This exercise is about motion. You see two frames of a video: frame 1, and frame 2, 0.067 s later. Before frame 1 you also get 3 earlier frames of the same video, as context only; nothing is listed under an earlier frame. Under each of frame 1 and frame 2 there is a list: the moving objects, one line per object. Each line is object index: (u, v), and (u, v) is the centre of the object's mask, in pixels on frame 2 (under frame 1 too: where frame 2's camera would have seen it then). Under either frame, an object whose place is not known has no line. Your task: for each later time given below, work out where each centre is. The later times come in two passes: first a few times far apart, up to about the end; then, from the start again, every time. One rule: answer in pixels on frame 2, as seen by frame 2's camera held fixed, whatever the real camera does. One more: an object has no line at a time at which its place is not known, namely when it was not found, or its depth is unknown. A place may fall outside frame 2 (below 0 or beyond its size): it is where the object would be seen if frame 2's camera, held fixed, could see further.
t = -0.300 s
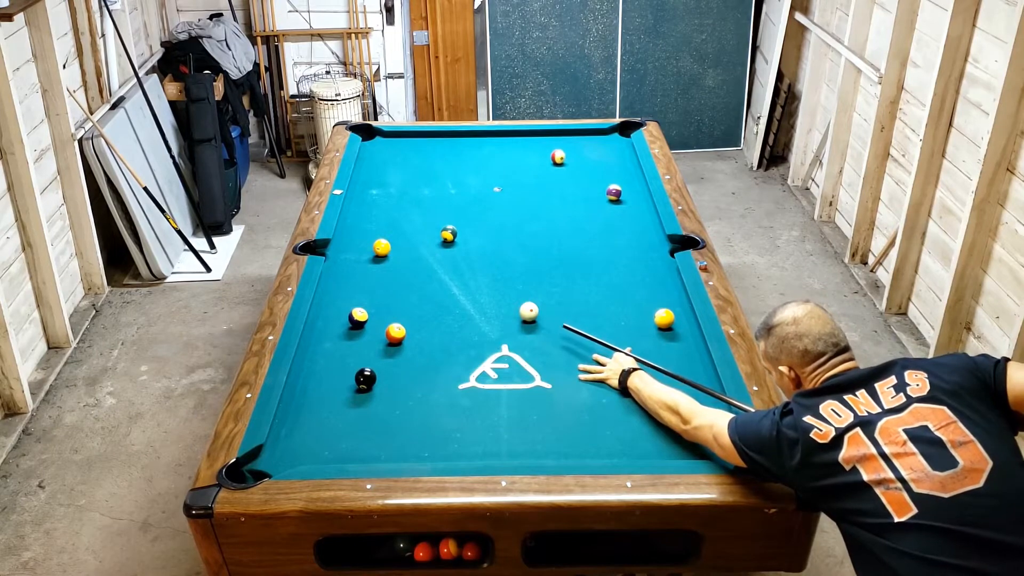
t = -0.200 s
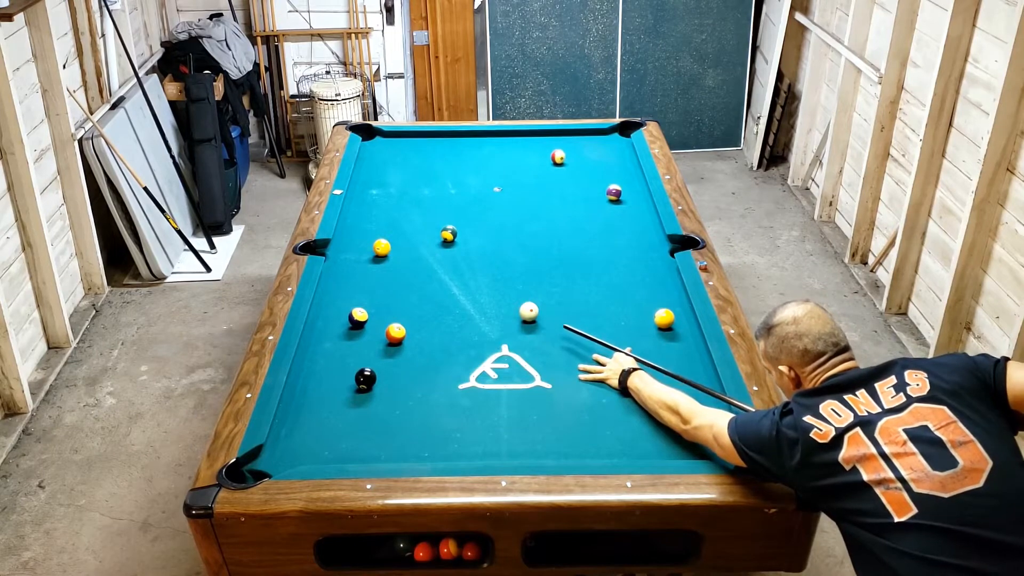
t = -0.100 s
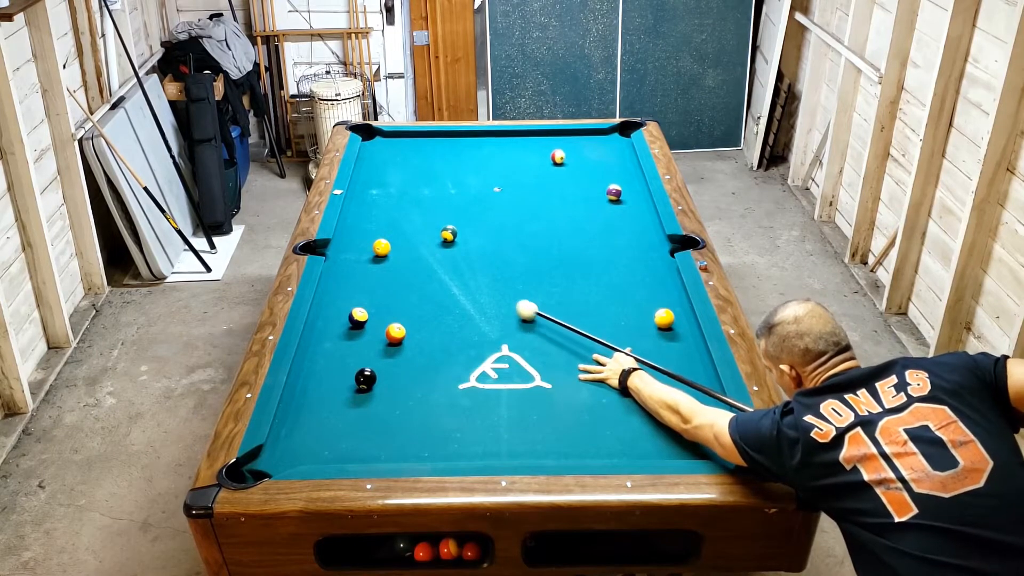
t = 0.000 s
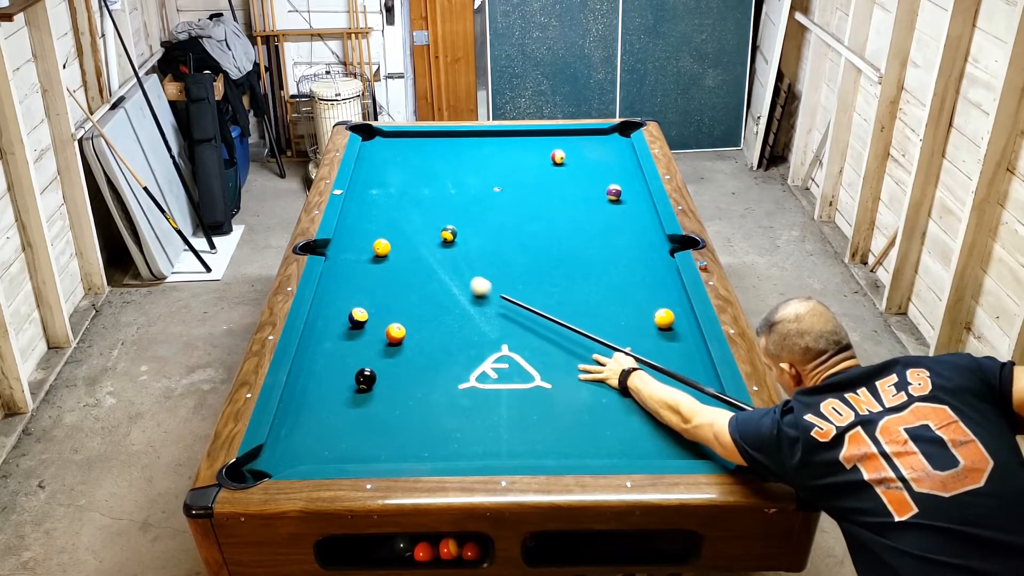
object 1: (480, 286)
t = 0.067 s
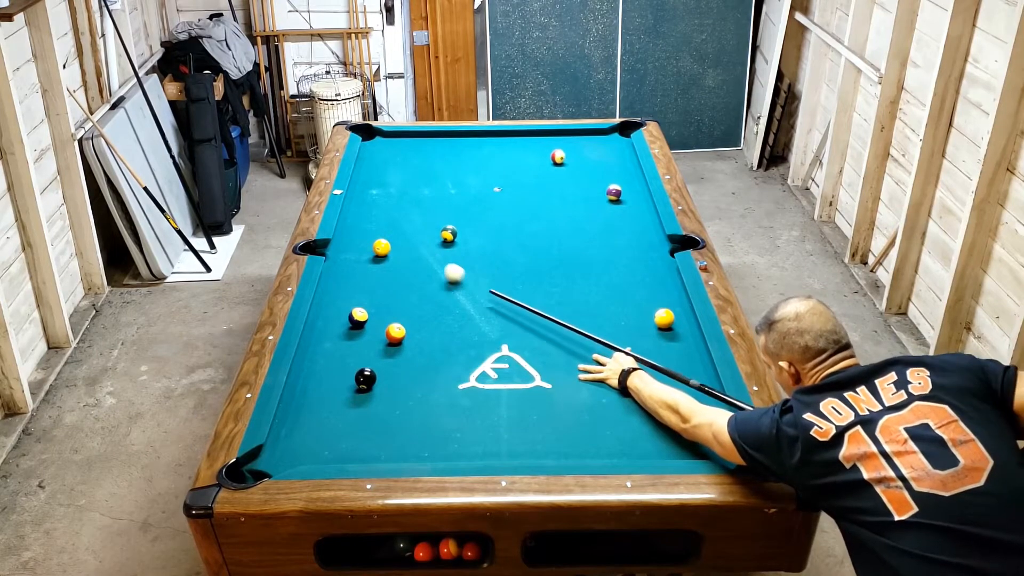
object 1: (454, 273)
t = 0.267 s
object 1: (393, 235)
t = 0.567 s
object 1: (358, 186)
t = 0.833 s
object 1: (387, 155)
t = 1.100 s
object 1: (412, 137)
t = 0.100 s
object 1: (441, 267)
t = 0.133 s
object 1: (429, 260)
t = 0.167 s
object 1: (417, 254)
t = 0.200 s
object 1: (405, 248)
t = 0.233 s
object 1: (397, 242)
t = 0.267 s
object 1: (393, 235)
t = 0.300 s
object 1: (388, 229)
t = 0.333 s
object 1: (383, 223)
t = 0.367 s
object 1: (378, 217)
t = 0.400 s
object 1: (373, 212)
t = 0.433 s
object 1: (368, 206)
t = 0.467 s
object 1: (364, 201)
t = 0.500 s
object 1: (359, 195)
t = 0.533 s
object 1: (355, 190)
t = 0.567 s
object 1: (358, 186)
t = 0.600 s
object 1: (362, 182)
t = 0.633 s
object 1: (366, 178)
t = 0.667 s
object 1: (369, 174)
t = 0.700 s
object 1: (373, 170)
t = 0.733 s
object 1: (377, 166)
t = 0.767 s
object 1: (380, 163)
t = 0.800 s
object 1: (384, 159)
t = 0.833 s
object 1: (387, 155)
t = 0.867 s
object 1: (390, 152)
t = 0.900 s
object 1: (393, 149)
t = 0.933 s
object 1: (397, 145)
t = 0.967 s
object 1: (400, 142)
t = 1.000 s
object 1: (403, 139)
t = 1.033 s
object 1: (406, 136)
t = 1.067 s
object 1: (409, 134)
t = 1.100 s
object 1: (412, 137)
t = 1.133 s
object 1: (415, 139)
